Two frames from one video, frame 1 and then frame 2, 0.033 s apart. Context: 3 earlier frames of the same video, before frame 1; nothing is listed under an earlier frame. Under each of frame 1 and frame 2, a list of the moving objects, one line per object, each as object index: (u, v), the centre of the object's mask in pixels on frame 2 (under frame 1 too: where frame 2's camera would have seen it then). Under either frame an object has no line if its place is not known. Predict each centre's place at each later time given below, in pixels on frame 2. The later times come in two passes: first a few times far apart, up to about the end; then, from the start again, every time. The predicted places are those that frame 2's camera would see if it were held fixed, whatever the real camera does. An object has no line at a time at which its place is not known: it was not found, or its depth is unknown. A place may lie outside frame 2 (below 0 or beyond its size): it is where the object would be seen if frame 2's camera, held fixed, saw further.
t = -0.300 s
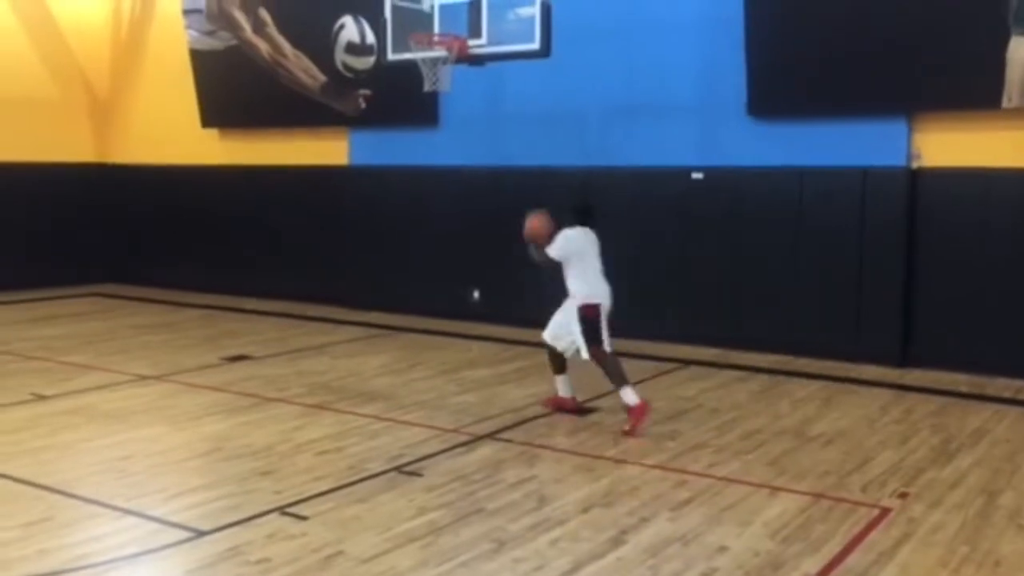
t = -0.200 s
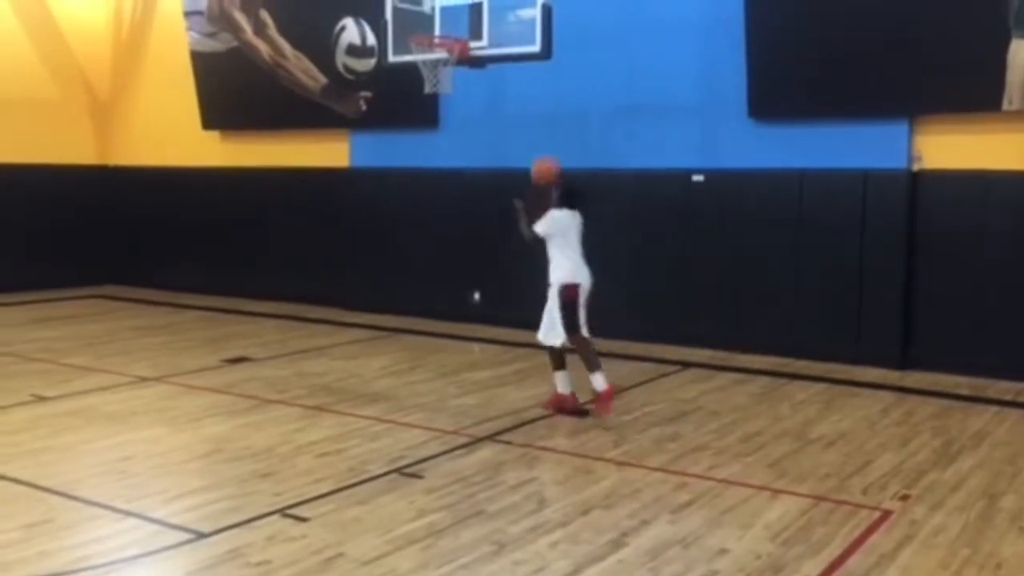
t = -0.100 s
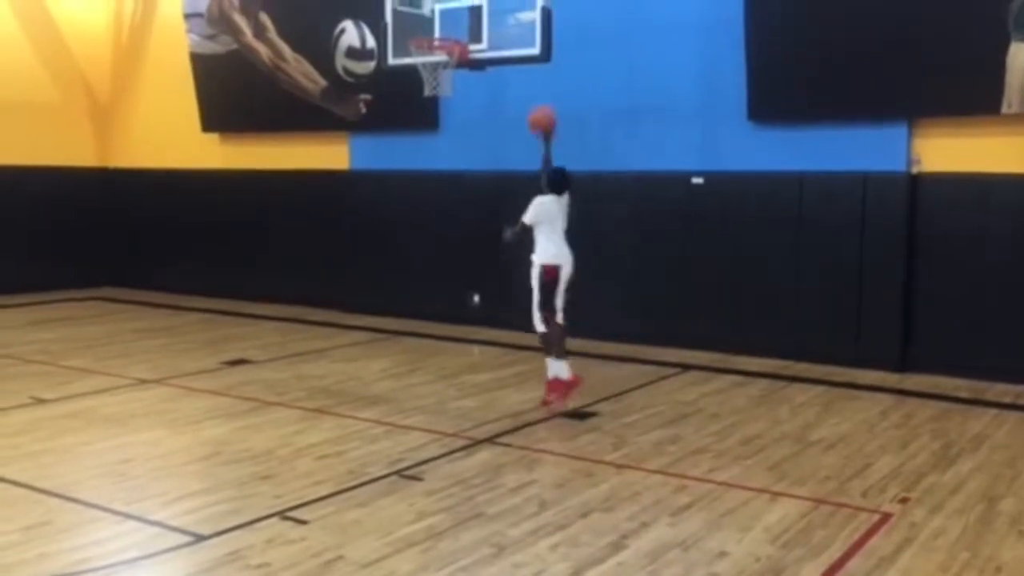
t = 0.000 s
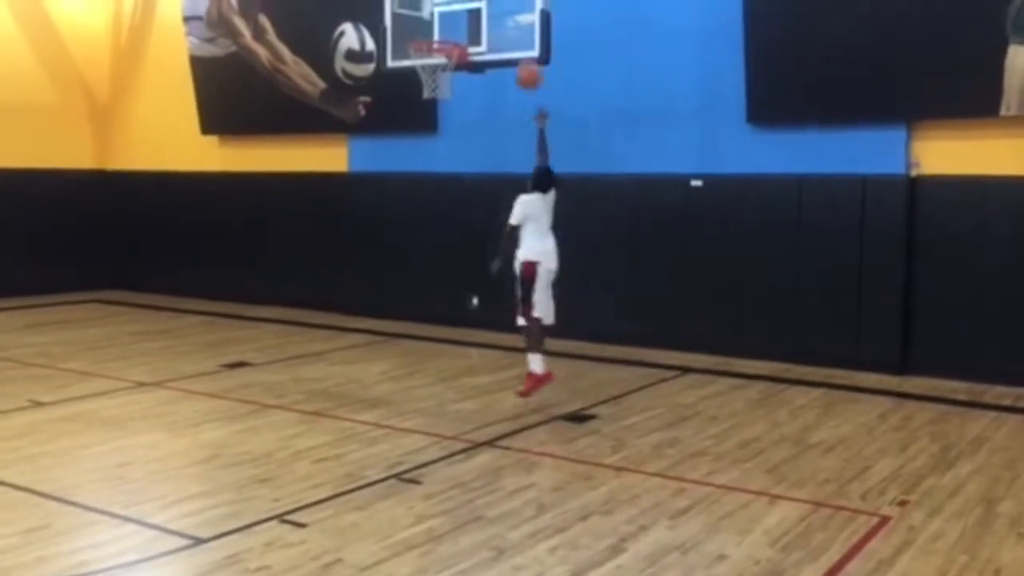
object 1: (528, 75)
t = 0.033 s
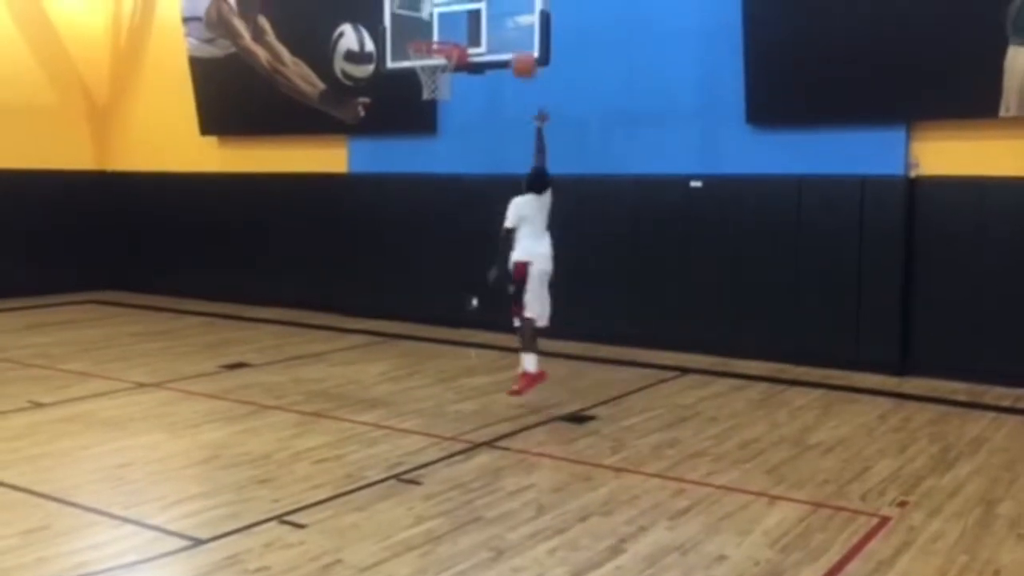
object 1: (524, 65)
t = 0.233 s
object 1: (499, 21)
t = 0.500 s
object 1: (449, 27)
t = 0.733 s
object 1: (410, 79)
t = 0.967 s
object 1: (405, 127)
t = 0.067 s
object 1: (518, 55)
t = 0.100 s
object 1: (514, 44)
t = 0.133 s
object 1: (510, 37)
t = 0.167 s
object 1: (506, 30)
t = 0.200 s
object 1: (502, 24)
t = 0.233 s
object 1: (499, 21)
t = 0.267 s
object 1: (494, 18)
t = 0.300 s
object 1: (490, 16)
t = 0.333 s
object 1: (484, 15)
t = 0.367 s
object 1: (478, 15)
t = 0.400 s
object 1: (471, 16)
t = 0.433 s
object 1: (467, 19)
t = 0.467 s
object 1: (461, 22)
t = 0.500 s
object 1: (449, 27)
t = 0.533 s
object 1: (443, 32)
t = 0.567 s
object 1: (435, 38)
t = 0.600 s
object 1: (428, 44)
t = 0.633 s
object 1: (421, 56)
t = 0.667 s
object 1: (415, 66)
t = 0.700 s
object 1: (413, 75)
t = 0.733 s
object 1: (410, 79)
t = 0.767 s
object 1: (409, 80)
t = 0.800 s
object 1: (408, 84)
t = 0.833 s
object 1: (408, 91)
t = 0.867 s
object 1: (406, 98)
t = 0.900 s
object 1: (406, 107)
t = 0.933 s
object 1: (405, 117)
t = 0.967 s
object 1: (405, 127)
